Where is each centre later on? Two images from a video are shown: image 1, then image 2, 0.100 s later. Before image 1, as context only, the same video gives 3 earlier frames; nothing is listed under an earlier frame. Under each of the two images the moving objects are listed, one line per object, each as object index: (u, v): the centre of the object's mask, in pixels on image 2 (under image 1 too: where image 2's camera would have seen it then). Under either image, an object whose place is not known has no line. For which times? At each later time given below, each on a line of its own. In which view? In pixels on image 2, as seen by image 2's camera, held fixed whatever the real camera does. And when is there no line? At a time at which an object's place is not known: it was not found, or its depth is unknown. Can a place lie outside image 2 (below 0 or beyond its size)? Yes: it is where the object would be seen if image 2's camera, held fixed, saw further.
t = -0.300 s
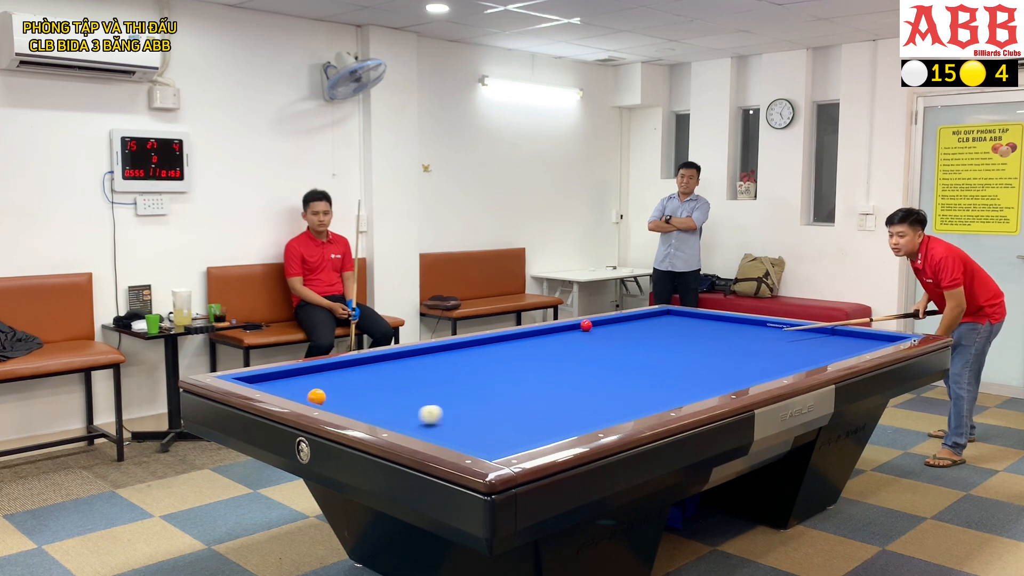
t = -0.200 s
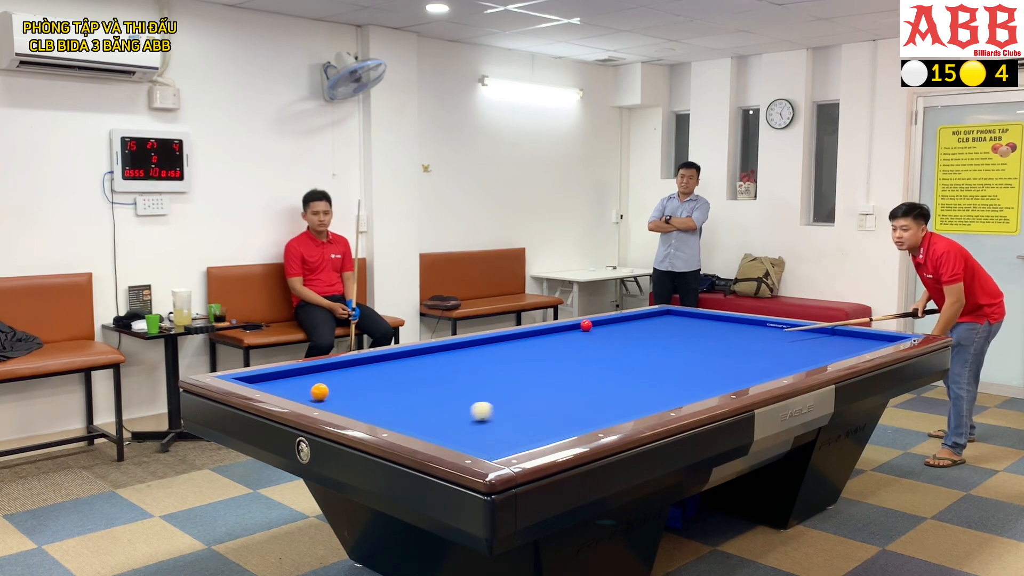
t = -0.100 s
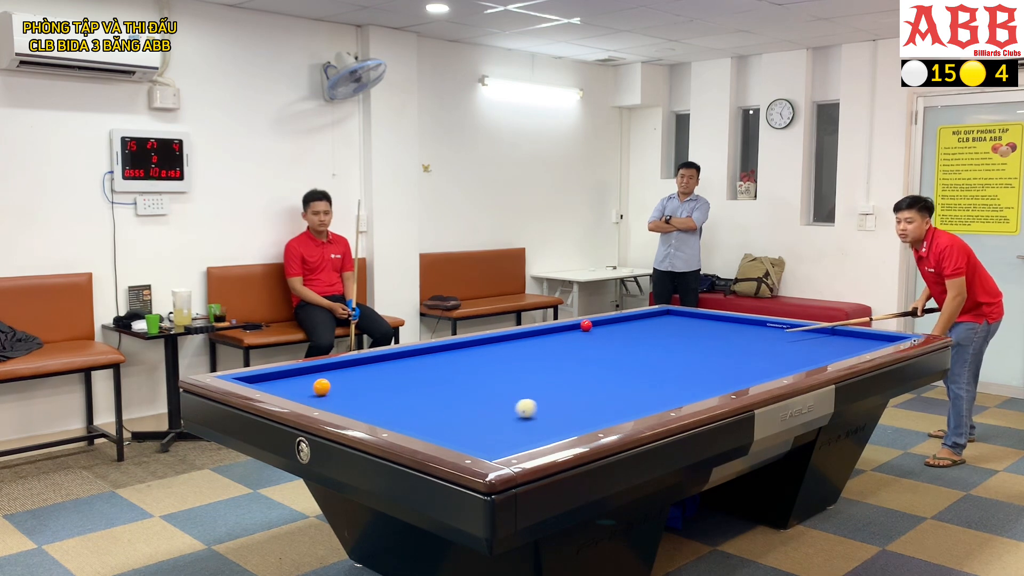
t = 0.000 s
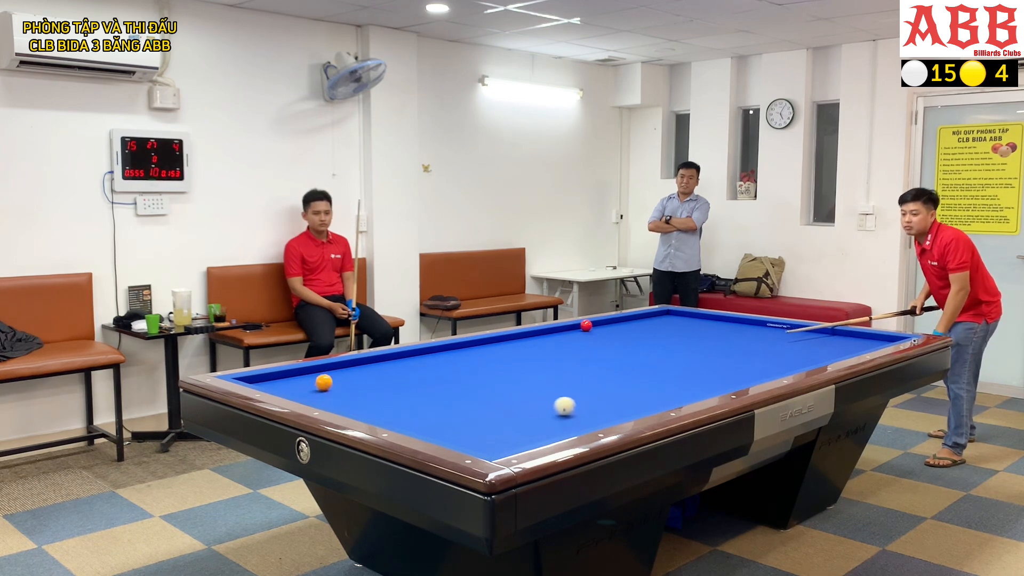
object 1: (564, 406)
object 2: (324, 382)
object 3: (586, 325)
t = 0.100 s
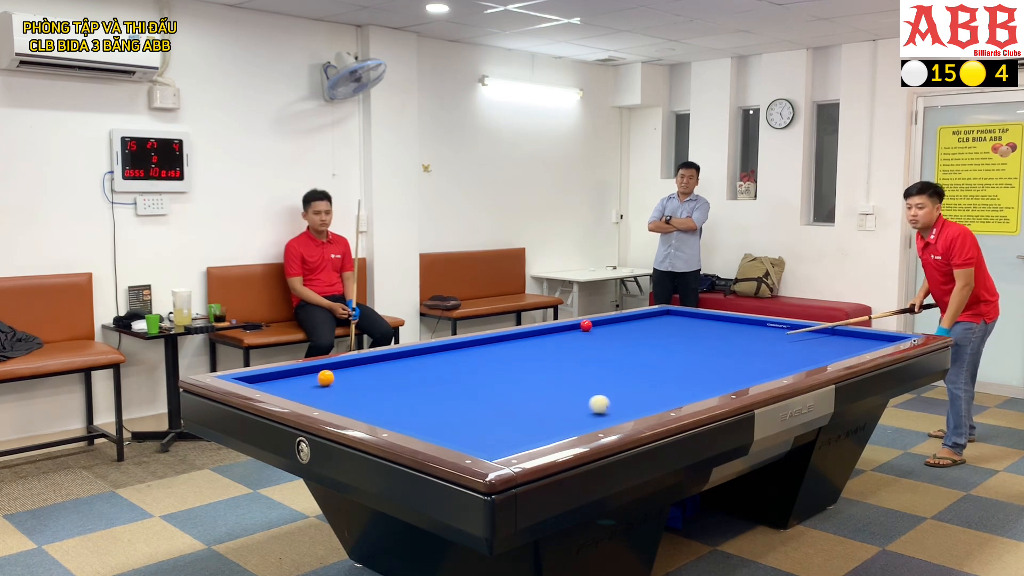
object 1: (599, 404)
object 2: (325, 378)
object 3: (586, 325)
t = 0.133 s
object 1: (610, 404)
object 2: (326, 377)
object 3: (586, 325)
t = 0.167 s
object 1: (622, 403)
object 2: (327, 375)
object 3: (586, 325)
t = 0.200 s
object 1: (633, 403)
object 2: (327, 374)
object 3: (586, 325)
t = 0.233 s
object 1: (644, 402)
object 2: (328, 372)
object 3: (586, 325)
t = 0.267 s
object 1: (655, 401)
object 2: (328, 371)
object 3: (586, 325)
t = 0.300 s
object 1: (666, 400)
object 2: (329, 370)
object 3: (586, 325)
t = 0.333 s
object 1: (677, 399)
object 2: (329, 368)
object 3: (586, 325)
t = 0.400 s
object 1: (686, 396)
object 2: (330, 366)
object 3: (586, 325)
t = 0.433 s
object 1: (688, 394)
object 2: (332, 365)
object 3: (586, 325)
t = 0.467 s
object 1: (690, 393)
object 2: (338, 365)
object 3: (586, 325)
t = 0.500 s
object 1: (692, 391)
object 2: (343, 365)
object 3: (586, 325)
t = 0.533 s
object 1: (694, 389)
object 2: (348, 365)
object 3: (586, 325)
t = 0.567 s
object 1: (696, 388)
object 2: (354, 364)
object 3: (586, 325)
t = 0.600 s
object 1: (698, 386)
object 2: (359, 364)
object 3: (586, 325)
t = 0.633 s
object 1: (700, 385)
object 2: (364, 364)
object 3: (586, 325)
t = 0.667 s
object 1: (701, 383)
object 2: (369, 364)
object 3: (586, 325)
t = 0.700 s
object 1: (703, 381)
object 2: (374, 364)
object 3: (586, 325)
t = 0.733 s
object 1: (705, 380)
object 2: (378, 364)
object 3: (586, 325)
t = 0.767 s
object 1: (707, 378)
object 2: (384, 363)
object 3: (586, 325)
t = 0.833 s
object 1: (710, 375)
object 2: (393, 363)
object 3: (586, 325)
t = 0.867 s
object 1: (711, 373)
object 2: (398, 363)
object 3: (586, 325)
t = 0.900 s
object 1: (713, 372)
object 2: (403, 363)
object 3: (586, 325)
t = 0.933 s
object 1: (714, 370)
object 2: (408, 363)
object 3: (586, 325)
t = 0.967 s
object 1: (716, 369)
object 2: (412, 363)
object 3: (586, 325)
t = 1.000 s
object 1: (717, 367)
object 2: (417, 363)
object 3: (586, 325)
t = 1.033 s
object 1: (719, 366)
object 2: (422, 363)
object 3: (586, 325)
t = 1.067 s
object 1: (720, 365)
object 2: (426, 362)
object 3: (586, 325)
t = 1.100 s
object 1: (722, 363)
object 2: (431, 362)
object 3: (586, 325)
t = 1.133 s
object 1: (723, 362)
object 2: (436, 362)
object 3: (586, 325)
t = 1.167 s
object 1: (724, 361)
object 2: (440, 362)
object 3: (586, 325)
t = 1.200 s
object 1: (726, 359)
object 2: (445, 362)
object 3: (586, 325)
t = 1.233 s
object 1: (727, 358)
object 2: (450, 362)
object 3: (586, 325)
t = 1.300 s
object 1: (730, 356)
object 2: (459, 362)
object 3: (586, 325)
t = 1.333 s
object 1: (731, 354)
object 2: (463, 361)
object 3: (586, 325)
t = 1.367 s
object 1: (732, 353)
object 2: (468, 361)
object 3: (586, 325)
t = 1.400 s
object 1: (733, 352)
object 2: (472, 361)
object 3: (586, 325)
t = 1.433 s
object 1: (734, 351)
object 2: (477, 361)
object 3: (586, 325)
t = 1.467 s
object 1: (736, 350)
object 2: (481, 361)
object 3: (586, 325)
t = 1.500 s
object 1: (737, 349)
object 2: (485, 361)
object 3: (586, 325)
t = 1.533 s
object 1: (738, 348)
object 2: (490, 361)
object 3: (586, 325)
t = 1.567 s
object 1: (739, 346)
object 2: (494, 360)
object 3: (586, 325)
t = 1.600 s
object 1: (740, 346)
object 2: (499, 360)
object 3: (586, 325)
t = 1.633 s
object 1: (741, 345)
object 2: (503, 360)
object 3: (586, 325)
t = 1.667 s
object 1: (742, 343)
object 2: (507, 360)
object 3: (586, 325)
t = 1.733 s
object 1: (744, 341)
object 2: (516, 360)
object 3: (586, 325)
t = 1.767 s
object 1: (745, 340)
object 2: (520, 360)
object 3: (586, 325)
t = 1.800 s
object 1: (747, 339)
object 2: (524, 359)
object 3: (586, 325)
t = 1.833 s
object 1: (748, 339)
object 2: (528, 359)
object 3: (586, 325)
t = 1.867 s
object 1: (749, 338)
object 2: (532, 359)
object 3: (586, 325)
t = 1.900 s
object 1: (750, 337)
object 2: (537, 359)
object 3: (586, 325)
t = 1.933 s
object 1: (750, 336)
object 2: (541, 359)
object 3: (586, 325)
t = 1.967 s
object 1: (751, 335)
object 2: (545, 359)
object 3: (586, 325)
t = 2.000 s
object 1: (752, 334)
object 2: (549, 359)
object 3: (586, 325)
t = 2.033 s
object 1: (753, 333)
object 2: (553, 359)
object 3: (586, 325)
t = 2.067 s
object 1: (754, 332)
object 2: (557, 358)
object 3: (586, 325)
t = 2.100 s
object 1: (755, 331)
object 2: (562, 358)
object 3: (586, 325)
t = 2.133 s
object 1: (756, 330)
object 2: (566, 358)
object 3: (586, 325)
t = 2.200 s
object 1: (758, 329)
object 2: (574, 358)
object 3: (586, 325)
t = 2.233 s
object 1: (759, 328)
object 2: (578, 358)
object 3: (586, 325)
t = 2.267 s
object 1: (759, 327)
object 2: (582, 358)
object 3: (586, 325)
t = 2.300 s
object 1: (760, 327)
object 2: (585, 358)
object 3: (586, 325)
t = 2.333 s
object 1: (761, 326)
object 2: (589, 358)
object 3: (586, 325)
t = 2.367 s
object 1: (762, 325)
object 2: (593, 357)
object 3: (586, 325)
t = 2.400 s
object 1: (763, 324)
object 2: (597, 357)
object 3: (586, 325)
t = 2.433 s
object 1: (763, 323)
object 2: (601, 357)
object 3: (586, 325)
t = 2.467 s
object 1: (764, 323)
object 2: (605, 357)
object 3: (586, 325)
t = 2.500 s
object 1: (764, 322)
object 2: (609, 357)
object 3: (586, 325)
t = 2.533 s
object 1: (760, 322)
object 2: (613, 357)
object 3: (586, 325)
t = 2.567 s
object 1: (755, 322)
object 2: (617, 357)
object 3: (586, 325)
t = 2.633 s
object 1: (747, 322)
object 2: (624, 357)
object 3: (586, 325)
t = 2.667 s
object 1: (743, 322)
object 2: (628, 357)
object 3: (586, 325)
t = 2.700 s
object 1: (739, 322)
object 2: (632, 356)
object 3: (586, 325)
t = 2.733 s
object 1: (735, 322)
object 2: (635, 356)
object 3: (586, 325)
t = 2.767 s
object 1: (731, 322)
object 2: (639, 356)
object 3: (586, 325)
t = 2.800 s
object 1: (727, 322)
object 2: (643, 356)
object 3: (586, 325)
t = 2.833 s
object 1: (723, 322)
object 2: (647, 356)
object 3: (586, 325)
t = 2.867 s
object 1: (719, 322)
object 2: (650, 356)
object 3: (586, 325)
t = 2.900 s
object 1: (715, 322)
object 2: (654, 356)
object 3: (586, 325)
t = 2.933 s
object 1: (711, 322)
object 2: (658, 356)
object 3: (586, 325)
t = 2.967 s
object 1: (707, 322)
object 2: (661, 356)
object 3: (586, 325)
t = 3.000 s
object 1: (703, 322)
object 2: (665, 356)
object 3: (586, 325)
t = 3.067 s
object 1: (696, 322)
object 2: (672, 355)
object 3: (586, 325)
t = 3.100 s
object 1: (692, 322)
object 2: (676, 355)
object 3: (586, 325)
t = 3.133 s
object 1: (688, 322)
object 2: (679, 355)
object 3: (586, 325)
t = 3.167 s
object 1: (684, 322)
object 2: (683, 355)
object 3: (586, 325)
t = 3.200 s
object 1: (680, 322)
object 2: (687, 355)
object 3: (586, 325)
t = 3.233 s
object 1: (676, 322)
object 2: (690, 355)
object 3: (586, 325)
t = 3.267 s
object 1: (673, 322)
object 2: (693, 355)
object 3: (586, 325)
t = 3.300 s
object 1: (669, 322)
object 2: (697, 355)
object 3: (586, 325)
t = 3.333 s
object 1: (665, 322)
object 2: (700, 355)
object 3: (586, 325)
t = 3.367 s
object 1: (661, 322)
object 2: (704, 355)
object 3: (586, 325)
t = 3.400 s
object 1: (657, 322)
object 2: (707, 355)
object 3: (586, 325)
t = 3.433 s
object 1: (654, 322)
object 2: (711, 355)
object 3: (586, 325)
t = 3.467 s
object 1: (650, 322)
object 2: (714, 355)
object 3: (586, 325)
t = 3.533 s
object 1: (642, 322)
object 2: (721, 355)
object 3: (586, 325)
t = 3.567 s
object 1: (639, 322)
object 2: (725, 355)
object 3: (586, 325)
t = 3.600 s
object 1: (635, 322)
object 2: (728, 355)
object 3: (586, 325)
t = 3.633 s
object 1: (631, 322)
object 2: (732, 355)
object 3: (586, 325)
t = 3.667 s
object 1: (628, 322)
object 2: (735, 354)
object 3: (586, 325)
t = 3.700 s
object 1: (624, 322)
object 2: (738, 355)
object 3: (586, 325)
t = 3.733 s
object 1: (621, 322)
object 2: (742, 354)
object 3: (586, 325)
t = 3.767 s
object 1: (617, 322)
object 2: (745, 354)
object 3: (586, 325)
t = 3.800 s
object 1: (613, 322)
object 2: (748, 354)
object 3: (586, 325)
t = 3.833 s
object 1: (610, 322)
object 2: (752, 354)
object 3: (586, 325)
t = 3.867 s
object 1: (606, 322)
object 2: (755, 354)
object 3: (586, 325)
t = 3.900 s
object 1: (602, 322)
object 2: (758, 354)
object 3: (586, 325)
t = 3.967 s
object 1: (596, 322)
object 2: (765, 354)
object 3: (586, 325)
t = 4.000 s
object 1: (596, 323)
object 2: (768, 354)
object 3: (586, 325)
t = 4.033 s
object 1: (596, 323)
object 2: (771, 354)
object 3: (586, 325)
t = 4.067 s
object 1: (595, 323)
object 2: (774, 354)
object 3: (586, 325)
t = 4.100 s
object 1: (595, 324)
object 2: (777, 354)
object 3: (586, 325)
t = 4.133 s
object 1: (595, 324)
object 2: (779, 354)
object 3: (585, 325)
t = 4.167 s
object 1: (596, 325)
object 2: (780, 354)
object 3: (584, 325)
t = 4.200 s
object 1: (596, 325)
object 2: (782, 355)
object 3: (583, 325)
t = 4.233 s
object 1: (597, 325)
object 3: (582, 326)
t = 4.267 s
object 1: (598, 326)
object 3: (581, 326)
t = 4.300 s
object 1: (599, 326)
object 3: (580, 326)
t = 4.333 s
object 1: (600, 326)
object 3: (579, 326)
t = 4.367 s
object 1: (601, 326)
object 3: (578, 326)
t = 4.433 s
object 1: (603, 327)
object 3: (576, 326)
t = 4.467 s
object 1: (604, 327)
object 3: (575, 327)
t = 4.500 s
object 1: (605, 327)
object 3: (574, 327)
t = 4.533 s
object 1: (605, 328)
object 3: (573, 327)
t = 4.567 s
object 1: (606, 328)
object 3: (572, 327)
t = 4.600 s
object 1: (607, 328)
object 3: (571, 327)
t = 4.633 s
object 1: (608, 328)
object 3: (570, 327)
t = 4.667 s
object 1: (609, 329)
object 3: (569, 327)
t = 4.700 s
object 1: (610, 329)
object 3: (569, 327)
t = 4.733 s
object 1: (611, 329)
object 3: (567, 327)
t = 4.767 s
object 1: (612, 330)
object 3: (566, 327)
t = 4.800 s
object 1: (613, 330)
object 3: (565, 328)
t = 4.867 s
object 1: (614, 330)
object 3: (563, 328)
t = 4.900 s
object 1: (615, 330)
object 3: (562, 328)
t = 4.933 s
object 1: (616, 331)
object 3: (562, 328)
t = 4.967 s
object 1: (617, 331)
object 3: (561, 328)
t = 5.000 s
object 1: (618, 331)
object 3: (560, 329)
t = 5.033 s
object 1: (619, 332)
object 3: (559, 328)
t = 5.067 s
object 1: (619, 332)
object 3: (558, 329)
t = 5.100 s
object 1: (620, 332)
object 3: (558, 329)
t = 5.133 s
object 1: (621, 332)
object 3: (557, 329)
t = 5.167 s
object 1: (622, 333)
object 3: (557, 329)
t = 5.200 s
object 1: (623, 333)
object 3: (556, 329)
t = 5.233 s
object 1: (624, 333)
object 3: (555, 329)
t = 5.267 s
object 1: (625, 333)
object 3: (555, 329)
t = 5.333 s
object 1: (626, 334)
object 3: (554, 330)
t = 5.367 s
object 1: (627, 334)
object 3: (553, 330)
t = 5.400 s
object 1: (628, 334)
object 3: (553, 330)
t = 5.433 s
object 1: (629, 335)
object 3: (552, 330)
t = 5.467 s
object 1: (630, 335)
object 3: (552, 330)
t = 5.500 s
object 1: (631, 335)
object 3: (552, 330)
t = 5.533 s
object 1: (631, 335)
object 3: (551, 330)
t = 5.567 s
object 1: (632, 336)
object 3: (550, 330)
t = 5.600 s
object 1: (633, 336)
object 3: (550, 330)
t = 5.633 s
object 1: (634, 336)
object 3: (549, 330)
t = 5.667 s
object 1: (635, 336)
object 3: (549, 330)
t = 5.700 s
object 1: (636, 337)
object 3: (549, 330)
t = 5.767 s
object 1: (637, 337)
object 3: (548, 331)
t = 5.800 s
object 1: (638, 337)
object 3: (547, 331)
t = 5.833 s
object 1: (639, 338)
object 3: (547, 331)
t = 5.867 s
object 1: (640, 338)
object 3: (546, 331)
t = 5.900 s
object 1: (641, 338)
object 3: (546, 331)
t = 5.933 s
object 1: (641, 338)
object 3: (546, 331)
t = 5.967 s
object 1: (642, 339)
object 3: (545, 331)
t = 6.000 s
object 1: (643, 339)
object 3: (545, 331)
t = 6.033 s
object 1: (644, 339)
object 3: (544, 331)
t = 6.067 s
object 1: (644, 339)
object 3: (544, 332)
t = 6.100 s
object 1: (645, 339)
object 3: (543, 331)
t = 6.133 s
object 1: (646, 340)
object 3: (543, 332)
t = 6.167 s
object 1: (647, 340)
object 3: (543, 332)
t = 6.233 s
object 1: (649, 340)
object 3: (542, 332)
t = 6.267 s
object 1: (649, 341)
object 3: (542, 332)
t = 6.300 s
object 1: (650, 341)
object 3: (541, 332)
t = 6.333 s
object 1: (651, 341)
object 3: (541, 332)
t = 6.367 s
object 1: (651, 341)
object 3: (541, 332)
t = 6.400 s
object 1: (652, 342)
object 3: (540, 333)
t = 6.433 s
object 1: (653, 342)
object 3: (540, 333)
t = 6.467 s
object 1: (654, 342)
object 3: (539, 333)
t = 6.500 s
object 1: (654, 342)
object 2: (848, 339)
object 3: (539, 333)
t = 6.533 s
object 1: (655, 343)
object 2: (849, 340)
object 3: (539, 333)
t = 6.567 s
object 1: (656, 343)
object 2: (849, 340)
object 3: (538, 333)
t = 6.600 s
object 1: (657, 343)
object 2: (849, 340)
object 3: (538, 333)
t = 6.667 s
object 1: (658, 343)
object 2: (849, 339)
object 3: (538, 333)
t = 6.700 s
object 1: (659, 344)
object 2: (849, 339)
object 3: (537, 333)
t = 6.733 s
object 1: (660, 344)
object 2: (849, 339)
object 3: (537, 333)
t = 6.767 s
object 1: (660, 344)
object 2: (849, 339)
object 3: (537, 333)
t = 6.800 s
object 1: (661, 344)
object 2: (849, 339)
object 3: (536, 333)
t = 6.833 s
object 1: (662, 345)
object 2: (849, 338)
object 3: (536, 334)
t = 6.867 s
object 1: (663, 345)
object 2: (848, 338)
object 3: (536, 334)
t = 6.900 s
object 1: (663, 345)
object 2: (848, 338)
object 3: (536, 334)
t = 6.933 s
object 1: (664, 345)
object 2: (848, 338)
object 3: (535, 334)
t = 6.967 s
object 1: (665, 345)
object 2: (848, 337)
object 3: (535, 334)
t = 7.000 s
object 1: (666, 346)
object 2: (848, 337)
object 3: (535, 334)
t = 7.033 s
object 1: (666, 346)
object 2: (848, 337)
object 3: (535, 334)
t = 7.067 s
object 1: (667, 346)
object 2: (848, 337)
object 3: (534, 334)
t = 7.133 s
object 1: (668, 346)
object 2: (848, 337)
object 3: (534, 334)
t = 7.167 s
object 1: (669, 347)
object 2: (848, 337)
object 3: (534, 334)
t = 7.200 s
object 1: (670, 347)
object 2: (847, 336)
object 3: (534, 334)
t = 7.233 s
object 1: (671, 347)
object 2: (847, 336)
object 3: (533, 334)
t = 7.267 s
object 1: (671, 347)
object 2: (847, 336)
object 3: (533, 334)
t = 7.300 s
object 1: (672, 347)
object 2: (847, 336)
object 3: (533, 334)
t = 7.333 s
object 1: (672, 348)
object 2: (847, 336)
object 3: (533, 335)
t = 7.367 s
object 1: (673, 348)
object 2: (847, 335)
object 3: (533, 335)
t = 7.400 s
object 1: (674, 348)
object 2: (847, 335)
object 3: (533, 335)
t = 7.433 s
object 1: (675, 348)
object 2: (847, 335)
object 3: (533, 335)
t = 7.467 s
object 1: (675, 348)
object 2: (847, 335)
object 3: (532, 335)
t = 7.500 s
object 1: (676, 349)
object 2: (847, 335)
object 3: (532, 335)
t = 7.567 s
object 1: (677, 349)
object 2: (846, 335)
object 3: (532, 335)
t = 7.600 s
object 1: (677, 349)
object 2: (846, 334)
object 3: (532, 335)
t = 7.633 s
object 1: (678, 349)
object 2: (846, 334)
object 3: (532, 335)
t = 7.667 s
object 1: (679, 350)
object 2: (846, 334)
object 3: (532, 335)
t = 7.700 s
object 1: (680, 350)
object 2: (846, 334)
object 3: (531, 335)
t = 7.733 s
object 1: (680, 350)
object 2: (846, 334)
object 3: (531, 335)
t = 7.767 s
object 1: (681, 350)
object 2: (846, 334)
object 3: (531, 335)
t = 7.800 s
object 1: (681, 350)
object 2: (846, 334)
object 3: (531, 335)
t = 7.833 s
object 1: (682, 350)
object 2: (846, 334)
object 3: (531, 335)
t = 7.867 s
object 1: (683, 351)
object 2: (846, 333)
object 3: (531, 335)
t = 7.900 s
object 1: (683, 351)
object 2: (846, 333)
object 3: (531, 335)
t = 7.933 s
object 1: (684, 351)
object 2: (846, 333)
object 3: (531, 335)
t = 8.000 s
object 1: (685, 351)
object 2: (846, 333)
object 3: (531, 335)
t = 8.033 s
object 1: (685, 352)
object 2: (845, 333)
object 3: (531, 335)
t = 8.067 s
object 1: (686, 352)
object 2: (845, 333)
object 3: (530, 336)
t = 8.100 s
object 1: (687, 352)
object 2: (845, 332)
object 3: (530, 335)
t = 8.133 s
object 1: (687, 352)
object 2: (845, 332)
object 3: (530, 335)
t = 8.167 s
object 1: (688, 352)
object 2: (845, 332)
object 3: (530, 336)
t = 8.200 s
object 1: (688, 352)
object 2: (845, 332)
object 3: (530, 335)
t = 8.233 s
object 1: (689, 353)
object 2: (845, 332)
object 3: (530, 336)
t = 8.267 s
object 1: (689, 353)
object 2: (845, 332)
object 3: (530, 336)
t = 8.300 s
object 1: (690, 353)
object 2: (845, 332)
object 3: (530, 336)
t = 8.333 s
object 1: (690, 353)
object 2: (845, 332)
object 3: (530, 336)
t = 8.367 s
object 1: (691, 353)
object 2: (845, 332)
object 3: (530, 336)
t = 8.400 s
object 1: (691, 353)
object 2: (845, 331)
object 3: (530, 336)
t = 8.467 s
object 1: (693, 354)
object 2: (845, 331)
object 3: (530, 336)
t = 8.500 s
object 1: (693, 354)
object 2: (844, 331)
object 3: (530, 336)
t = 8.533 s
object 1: (693, 354)
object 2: (844, 331)
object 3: (530, 336)
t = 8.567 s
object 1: (694, 354)
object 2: (844, 331)
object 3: (530, 336)
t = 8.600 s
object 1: (694, 354)
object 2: (843, 331)
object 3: (530, 336)
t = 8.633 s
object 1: (695, 354)
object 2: (843, 331)
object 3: (530, 336)
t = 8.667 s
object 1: (696, 355)
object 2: (843, 331)
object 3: (530, 336)
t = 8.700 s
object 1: (696, 355)
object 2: (842, 331)
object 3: (530, 336)
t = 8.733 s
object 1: (696, 355)
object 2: (842, 331)
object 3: (530, 336)
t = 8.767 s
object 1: (697, 355)
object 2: (842, 331)
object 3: (530, 336)
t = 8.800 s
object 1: (697, 355)
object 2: (842, 331)
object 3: (530, 336)
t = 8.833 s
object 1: (698, 355)
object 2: (841, 331)
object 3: (530, 336)
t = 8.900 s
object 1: (699, 356)
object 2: (841, 331)
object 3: (530, 336)
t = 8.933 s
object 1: (699, 356)
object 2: (840, 331)
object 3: (530, 336)
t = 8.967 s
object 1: (700, 356)
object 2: (840, 331)
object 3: (530, 336)
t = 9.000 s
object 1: (700, 356)
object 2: (840, 331)
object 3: (530, 336)
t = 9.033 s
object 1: (701, 356)
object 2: (840, 331)
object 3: (530, 336)
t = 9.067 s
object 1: (701, 356)
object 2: (840, 331)
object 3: (530, 335)
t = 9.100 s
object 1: (701, 356)
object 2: (839, 331)
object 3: (530, 336)
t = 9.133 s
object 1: (702, 356)
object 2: (839, 331)
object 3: (530, 336)
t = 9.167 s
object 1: (702, 356)
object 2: (839, 331)
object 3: (530, 336)
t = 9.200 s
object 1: (702, 357)
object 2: (839, 331)
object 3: (530, 336)
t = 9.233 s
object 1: (703, 357)
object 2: (839, 331)
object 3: (530, 335)
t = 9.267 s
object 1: (703, 357)
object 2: (838, 331)
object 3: (530, 336)
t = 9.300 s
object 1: (704, 357)
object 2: (838, 331)
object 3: (530, 336)
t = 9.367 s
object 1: (705, 357)
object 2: (838, 331)
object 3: (530, 336)
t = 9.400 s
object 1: (705, 357)
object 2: (838, 331)
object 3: (530, 336)
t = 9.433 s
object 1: (705, 357)
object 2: (838, 331)
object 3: (530, 336)
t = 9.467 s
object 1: (705, 358)
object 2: (838, 331)
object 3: (530, 336)
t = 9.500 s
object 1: (706, 358)
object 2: (838, 331)
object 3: (530, 336)
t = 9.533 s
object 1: (706, 358)
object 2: (837, 331)
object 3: (530, 336)
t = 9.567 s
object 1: (707, 358)
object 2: (837, 331)
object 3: (530, 336)
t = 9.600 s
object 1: (707, 358)
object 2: (837, 331)
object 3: (530, 336)
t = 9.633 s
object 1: (707, 358)
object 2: (837, 331)
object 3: (530, 336)
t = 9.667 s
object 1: (708, 358)
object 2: (837, 331)
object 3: (530, 336)
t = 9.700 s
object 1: (708, 358)
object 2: (837, 331)
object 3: (530, 336)
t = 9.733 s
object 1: (708, 358)
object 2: (837, 331)
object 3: (530, 336)
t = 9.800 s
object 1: (709, 358)
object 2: (837, 331)
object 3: (530, 336)
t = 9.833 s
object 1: (709, 358)
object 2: (837, 331)
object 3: (530, 335)
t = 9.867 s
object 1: (710, 358)
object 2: (837, 331)
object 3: (530, 336)
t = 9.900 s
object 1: (710, 358)
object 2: (837, 331)
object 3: (530, 336)
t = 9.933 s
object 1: (711, 358)
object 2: (837, 331)
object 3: (530, 336)
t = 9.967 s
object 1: (711, 359)
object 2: (837, 331)
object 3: (530, 336)
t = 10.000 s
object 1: (711, 359)
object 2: (837, 331)
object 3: (530, 336)
